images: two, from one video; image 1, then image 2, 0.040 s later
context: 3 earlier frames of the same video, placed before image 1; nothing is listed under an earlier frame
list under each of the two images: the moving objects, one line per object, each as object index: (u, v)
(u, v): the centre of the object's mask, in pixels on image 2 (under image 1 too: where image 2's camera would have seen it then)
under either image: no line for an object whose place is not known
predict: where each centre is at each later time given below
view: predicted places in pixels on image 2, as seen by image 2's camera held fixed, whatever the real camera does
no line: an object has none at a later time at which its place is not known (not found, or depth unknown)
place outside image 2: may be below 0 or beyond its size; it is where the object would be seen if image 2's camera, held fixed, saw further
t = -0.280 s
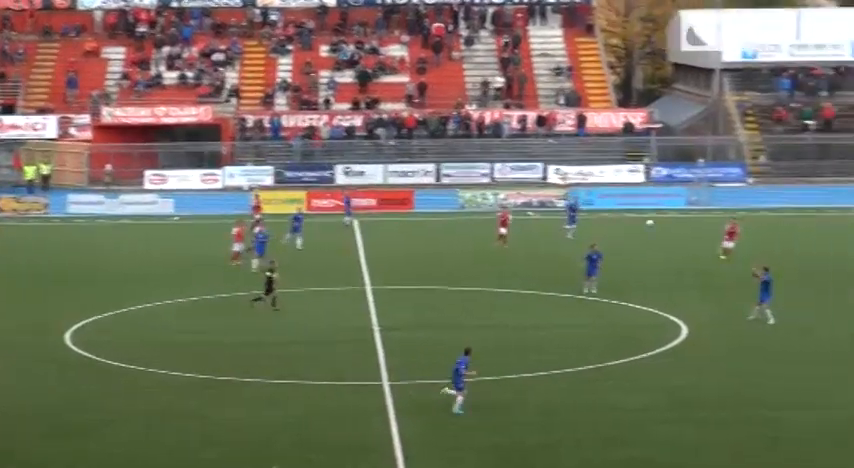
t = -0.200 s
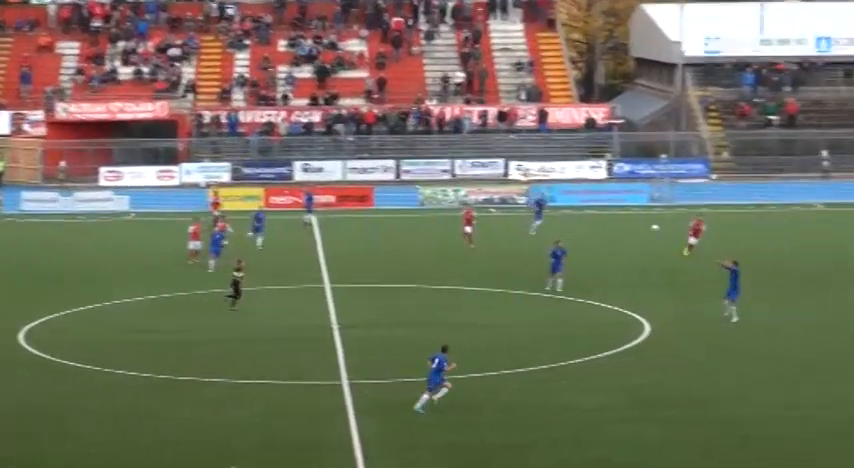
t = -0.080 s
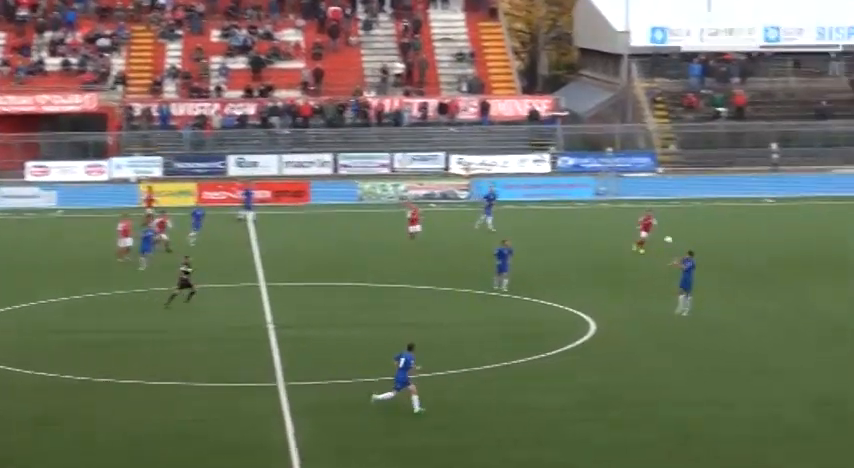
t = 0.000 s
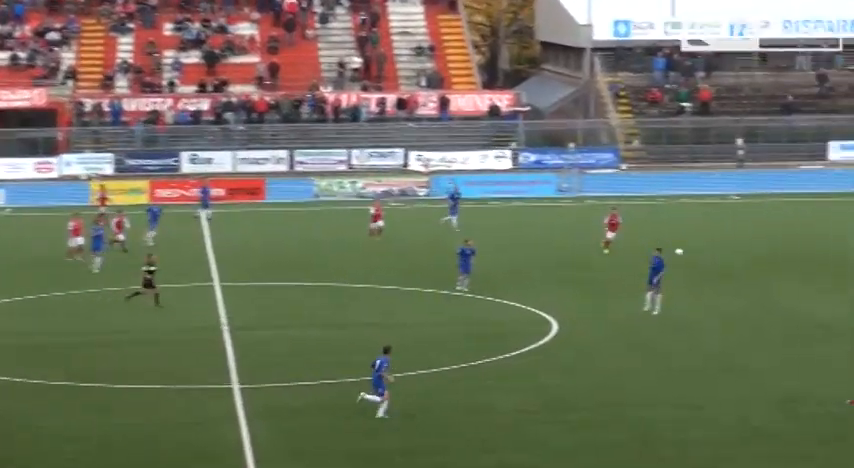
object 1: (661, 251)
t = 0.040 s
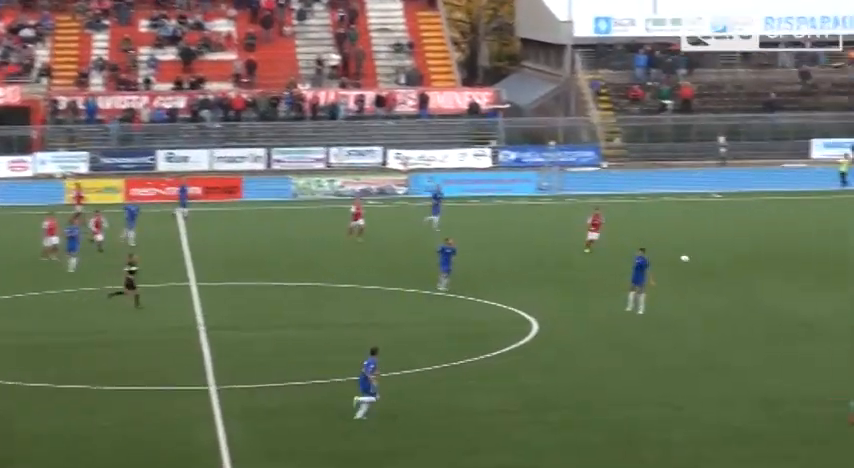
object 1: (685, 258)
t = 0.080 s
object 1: (709, 267)
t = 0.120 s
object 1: (733, 276)
